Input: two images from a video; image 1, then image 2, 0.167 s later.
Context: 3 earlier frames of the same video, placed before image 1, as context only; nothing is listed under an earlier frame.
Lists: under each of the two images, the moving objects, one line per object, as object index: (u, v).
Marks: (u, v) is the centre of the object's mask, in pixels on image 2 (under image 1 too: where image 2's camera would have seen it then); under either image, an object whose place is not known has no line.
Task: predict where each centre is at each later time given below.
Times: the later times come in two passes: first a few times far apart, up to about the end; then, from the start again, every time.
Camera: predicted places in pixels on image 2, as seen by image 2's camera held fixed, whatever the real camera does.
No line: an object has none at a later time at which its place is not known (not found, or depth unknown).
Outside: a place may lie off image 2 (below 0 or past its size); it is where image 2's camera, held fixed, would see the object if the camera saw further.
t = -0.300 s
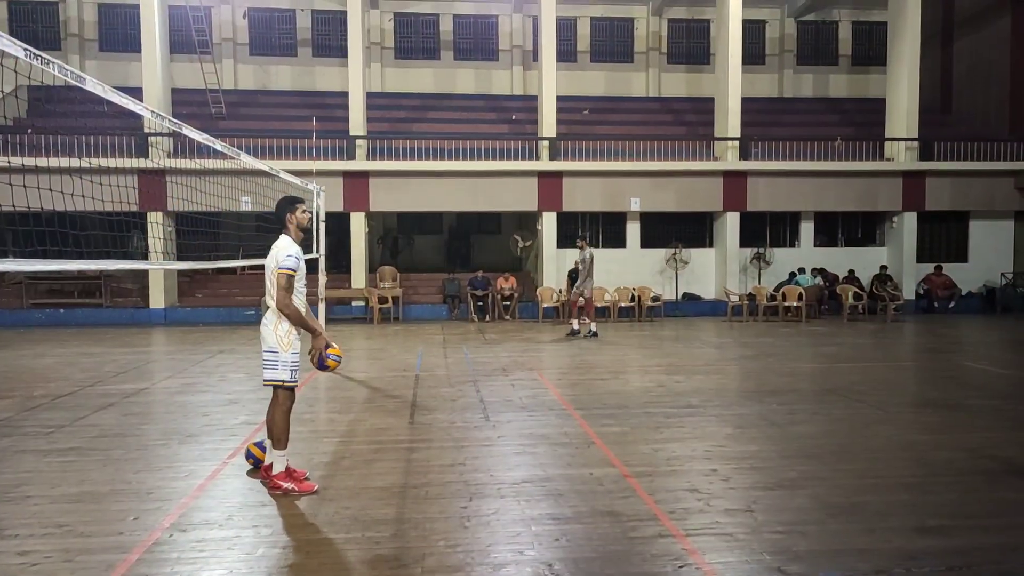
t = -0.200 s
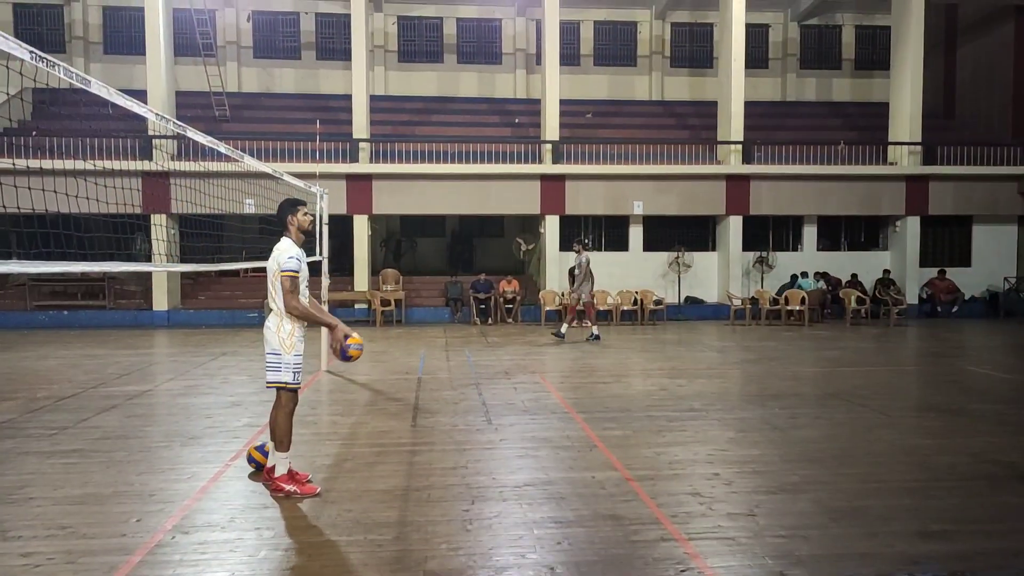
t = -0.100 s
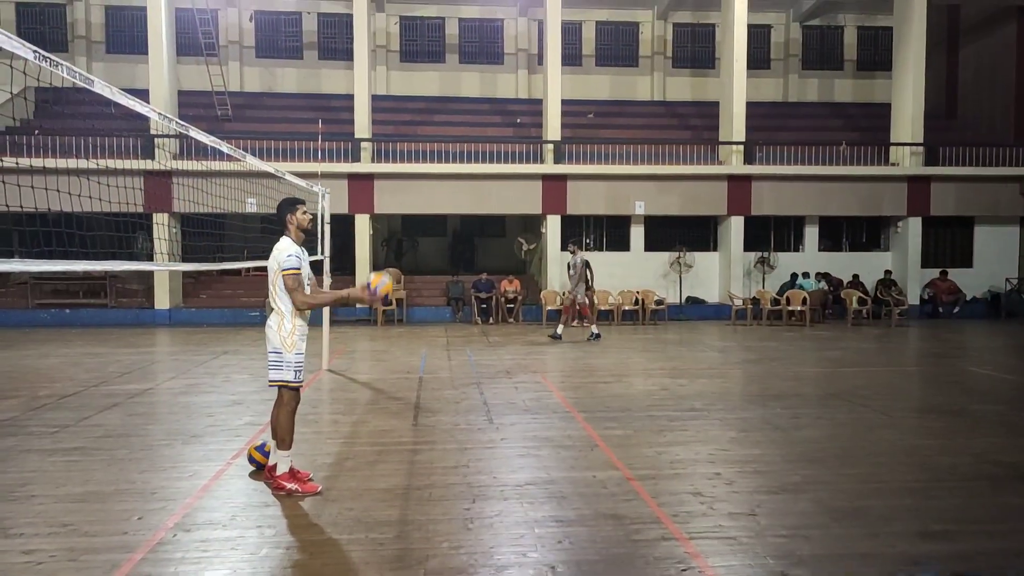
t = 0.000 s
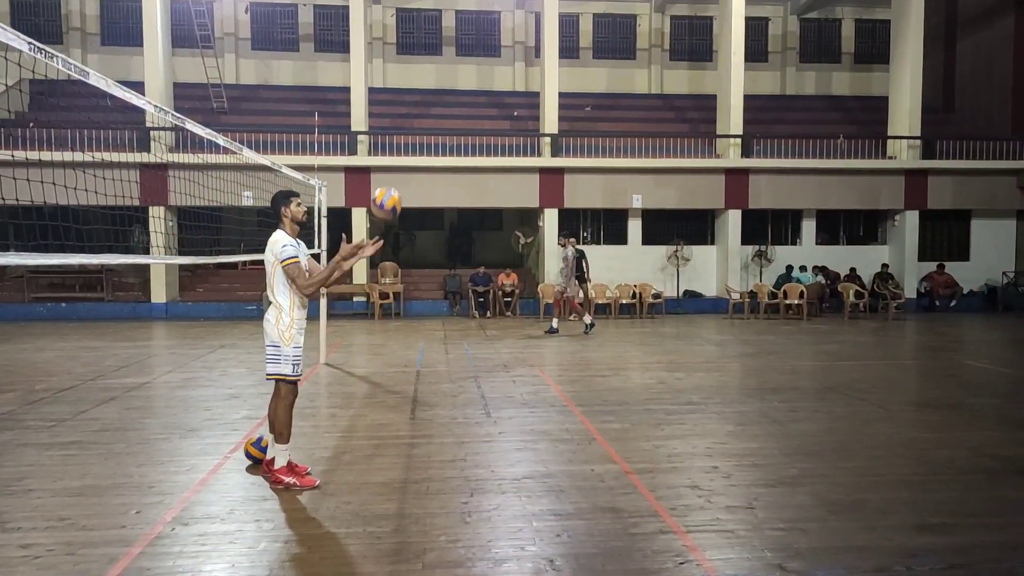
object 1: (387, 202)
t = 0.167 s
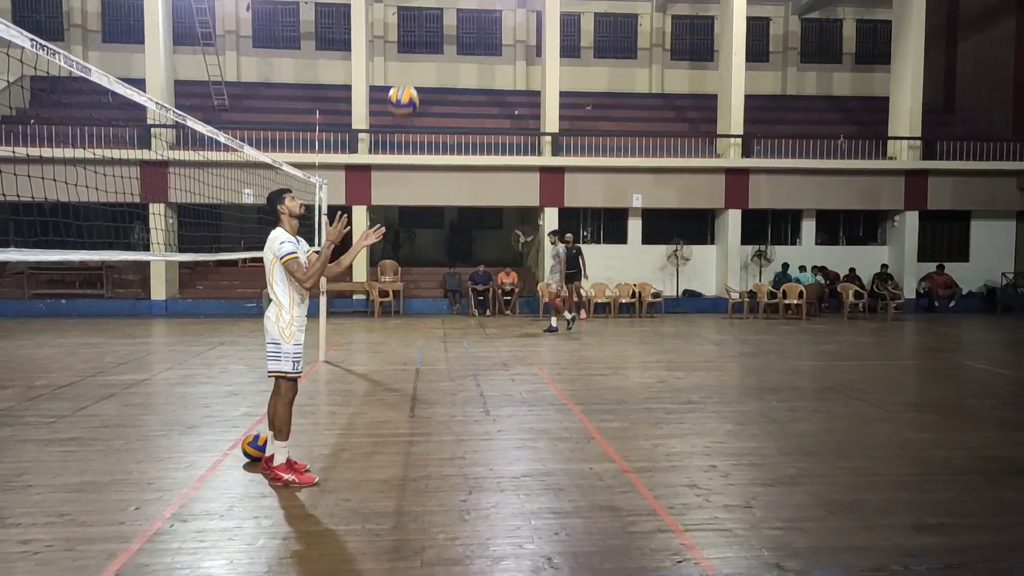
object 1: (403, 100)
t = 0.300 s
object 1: (416, 49)
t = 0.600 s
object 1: (443, 28)
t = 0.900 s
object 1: (471, 134)
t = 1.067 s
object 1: (489, 245)
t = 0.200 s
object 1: (406, 85)
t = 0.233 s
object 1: (409, 71)
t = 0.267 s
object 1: (413, 59)
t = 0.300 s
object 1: (416, 49)
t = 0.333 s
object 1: (419, 40)
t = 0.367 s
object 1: (422, 33)
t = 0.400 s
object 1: (425, 27)
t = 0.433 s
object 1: (428, 23)
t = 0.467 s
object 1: (431, 21)
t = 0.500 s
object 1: (434, 20)
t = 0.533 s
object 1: (437, 21)
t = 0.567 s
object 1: (440, 24)
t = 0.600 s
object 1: (443, 28)
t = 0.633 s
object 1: (446, 33)
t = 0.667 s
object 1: (448, 41)
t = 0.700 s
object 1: (452, 49)
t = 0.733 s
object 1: (456, 60)
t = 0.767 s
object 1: (458, 72)
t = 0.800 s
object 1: (461, 85)
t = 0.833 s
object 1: (465, 100)
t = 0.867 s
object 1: (468, 116)
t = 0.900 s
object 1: (471, 134)
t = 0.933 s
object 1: (475, 154)
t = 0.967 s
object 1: (478, 175)
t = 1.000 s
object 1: (483, 198)
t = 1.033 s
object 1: (486, 222)
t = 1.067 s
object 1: (489, 245)
